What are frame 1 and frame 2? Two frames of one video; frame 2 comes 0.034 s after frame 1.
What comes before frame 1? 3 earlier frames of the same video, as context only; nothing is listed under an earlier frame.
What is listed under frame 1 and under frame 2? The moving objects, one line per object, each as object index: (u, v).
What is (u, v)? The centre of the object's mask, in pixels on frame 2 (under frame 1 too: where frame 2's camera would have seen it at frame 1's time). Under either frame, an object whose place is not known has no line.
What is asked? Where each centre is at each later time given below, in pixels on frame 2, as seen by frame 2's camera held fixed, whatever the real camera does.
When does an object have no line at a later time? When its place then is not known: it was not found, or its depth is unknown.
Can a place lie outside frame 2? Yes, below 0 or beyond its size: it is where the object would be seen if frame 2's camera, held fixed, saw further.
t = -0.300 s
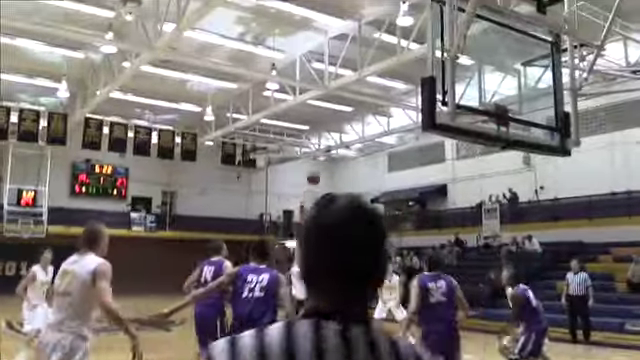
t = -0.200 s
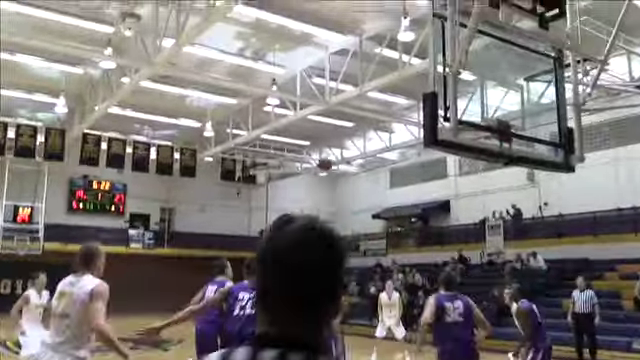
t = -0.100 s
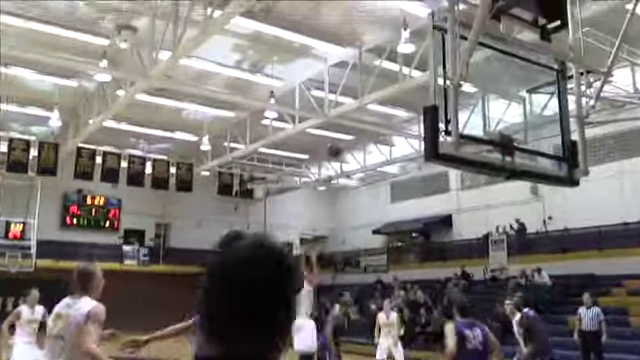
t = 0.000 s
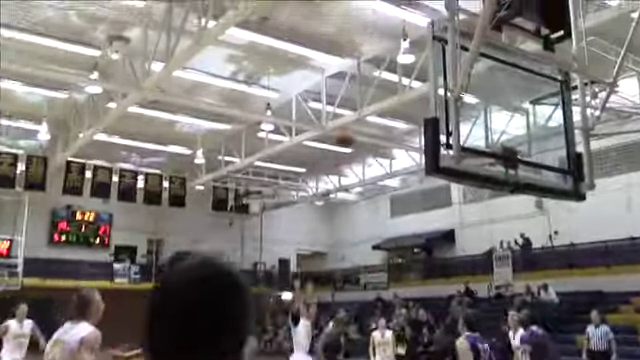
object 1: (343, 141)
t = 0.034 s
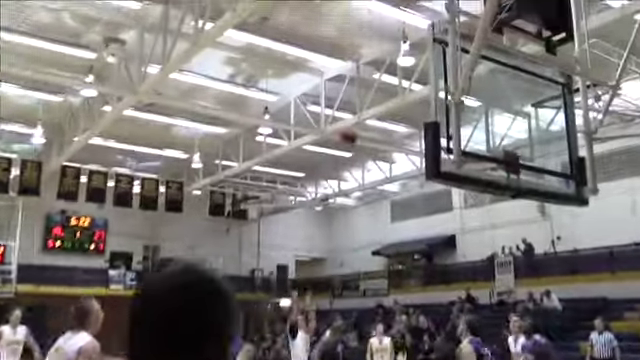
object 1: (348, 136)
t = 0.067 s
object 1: (353, 131)
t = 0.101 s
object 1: (358, 125)
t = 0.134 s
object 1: (363, 120)
